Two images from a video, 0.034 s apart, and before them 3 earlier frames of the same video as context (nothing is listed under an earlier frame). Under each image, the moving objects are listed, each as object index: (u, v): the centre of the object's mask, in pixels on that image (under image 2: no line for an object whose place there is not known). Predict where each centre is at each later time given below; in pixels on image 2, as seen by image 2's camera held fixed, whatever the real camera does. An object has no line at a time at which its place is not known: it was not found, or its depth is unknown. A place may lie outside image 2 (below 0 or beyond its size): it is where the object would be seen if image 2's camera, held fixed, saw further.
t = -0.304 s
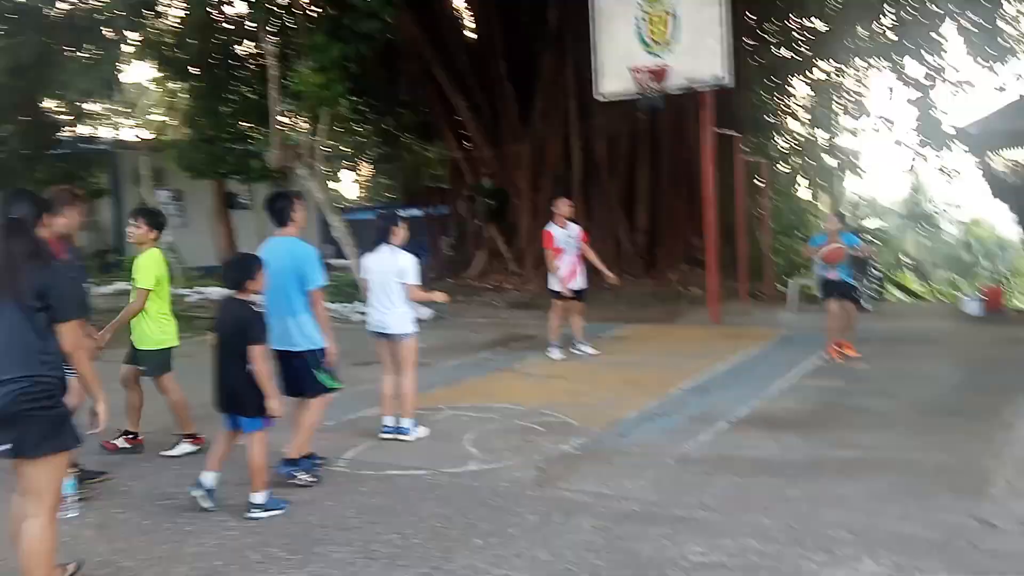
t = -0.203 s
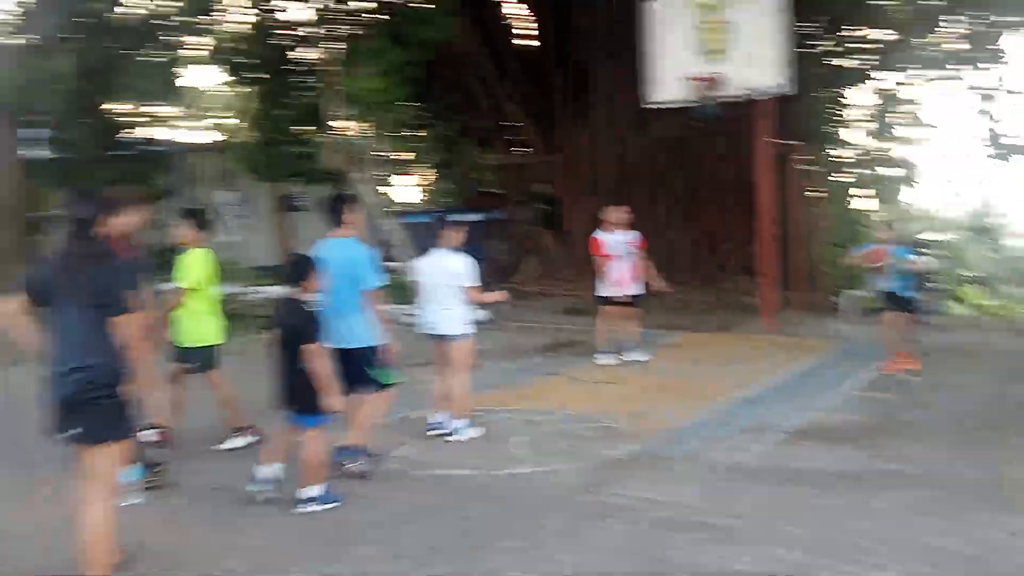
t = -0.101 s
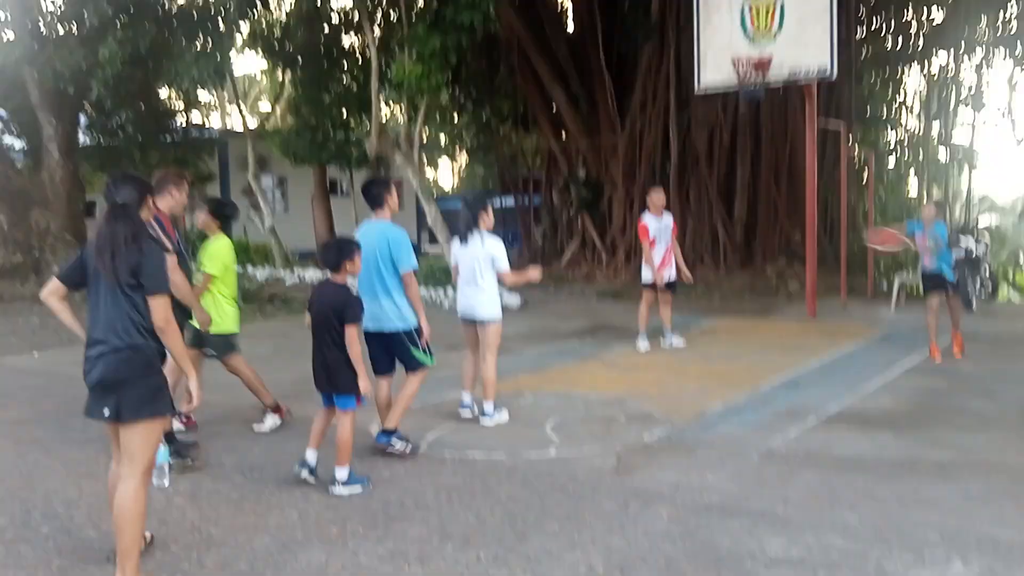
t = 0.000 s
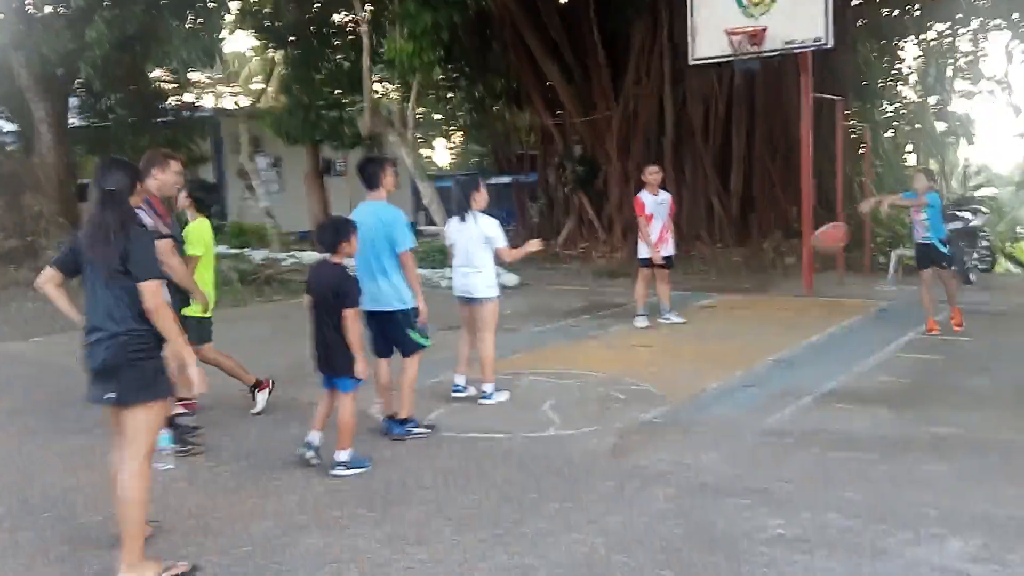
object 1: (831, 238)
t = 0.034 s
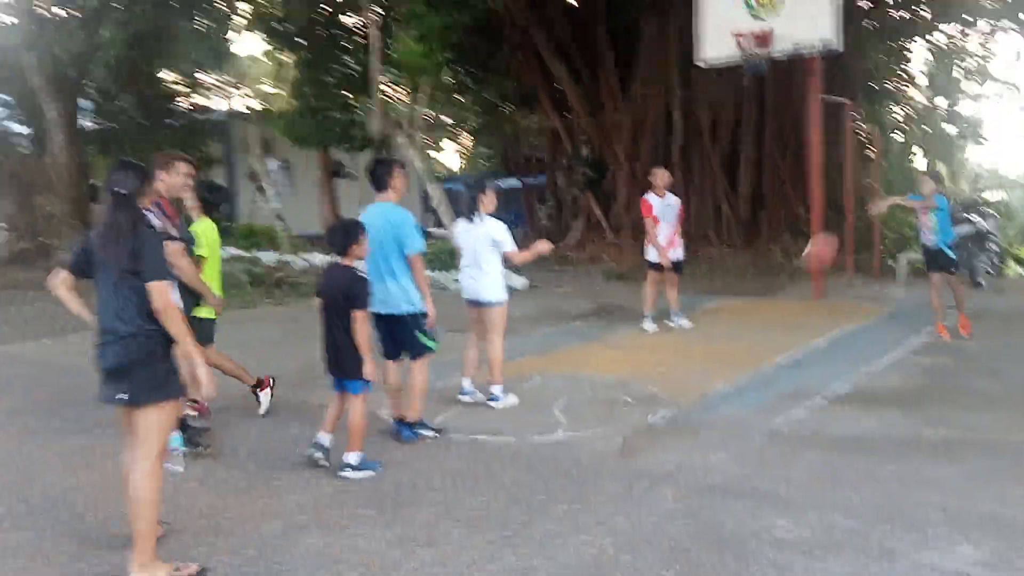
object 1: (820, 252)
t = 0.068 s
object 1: (800, 263)
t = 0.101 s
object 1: (782, 277)
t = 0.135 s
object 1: (763, 292)
